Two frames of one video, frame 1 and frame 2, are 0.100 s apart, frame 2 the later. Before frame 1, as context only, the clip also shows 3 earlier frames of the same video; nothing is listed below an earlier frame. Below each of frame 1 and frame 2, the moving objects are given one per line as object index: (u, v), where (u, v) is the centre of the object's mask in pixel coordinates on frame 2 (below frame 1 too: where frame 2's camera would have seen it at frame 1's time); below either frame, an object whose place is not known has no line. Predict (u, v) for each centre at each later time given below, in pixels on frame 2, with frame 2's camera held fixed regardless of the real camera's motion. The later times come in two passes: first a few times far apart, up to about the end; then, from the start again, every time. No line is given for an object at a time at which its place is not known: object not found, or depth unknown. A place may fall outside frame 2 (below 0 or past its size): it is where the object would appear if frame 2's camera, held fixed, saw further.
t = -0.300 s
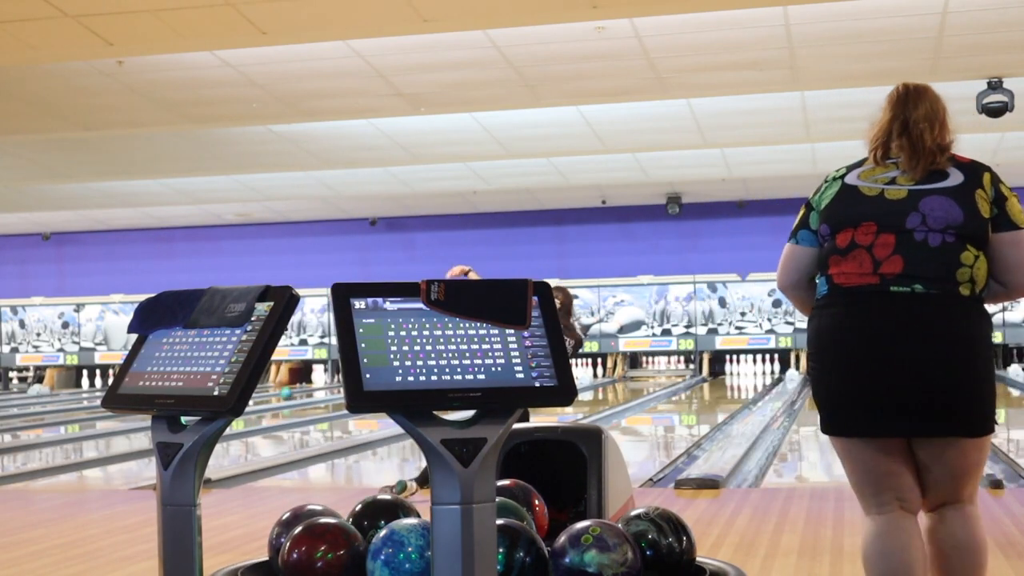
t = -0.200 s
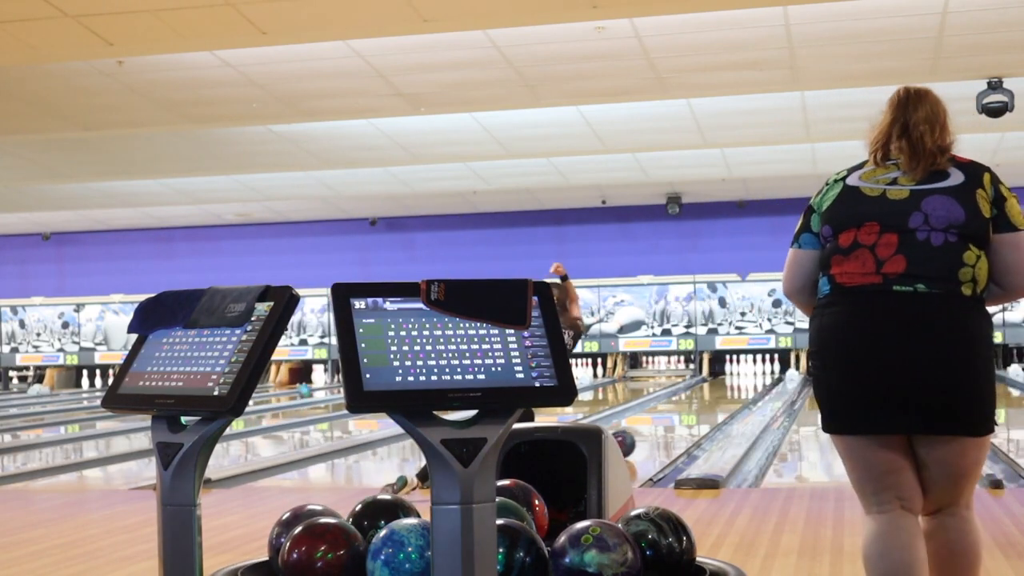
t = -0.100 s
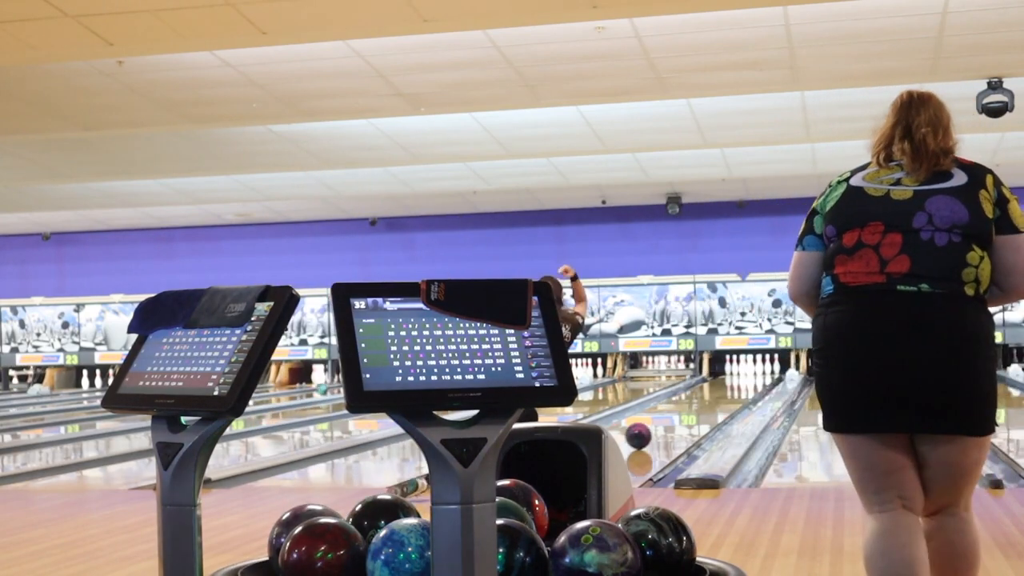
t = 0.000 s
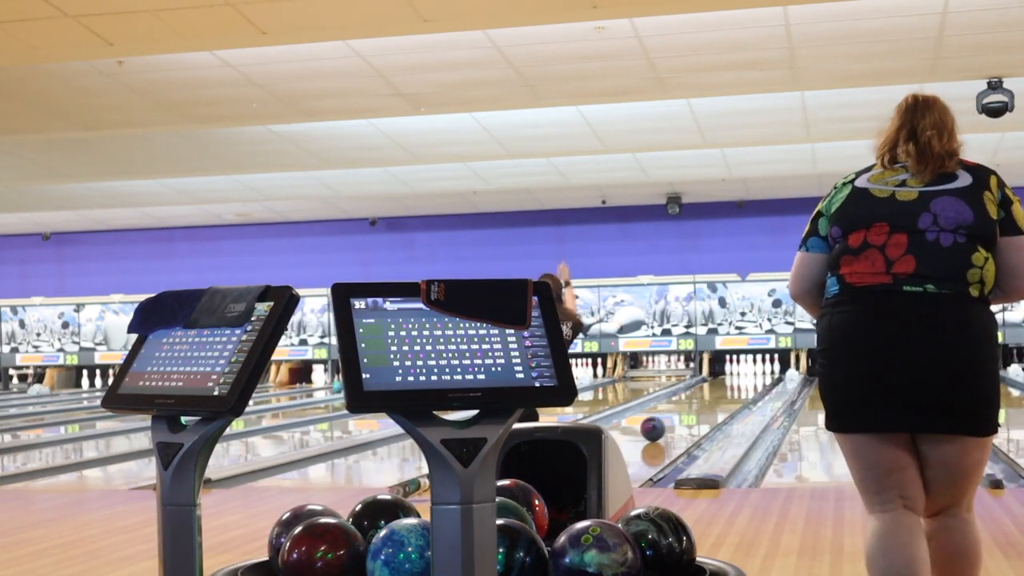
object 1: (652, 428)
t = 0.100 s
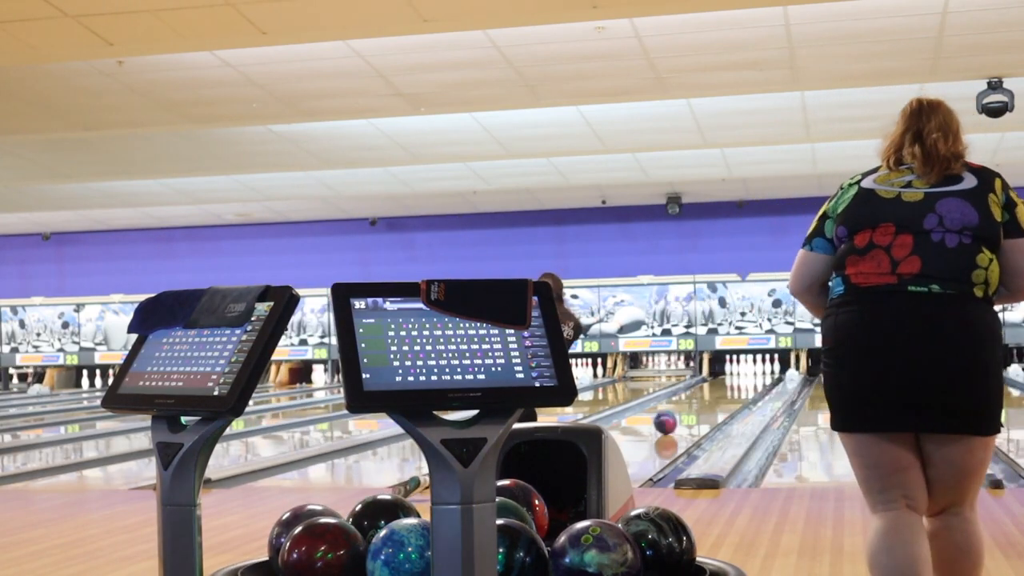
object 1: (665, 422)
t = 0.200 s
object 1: (677, 416)
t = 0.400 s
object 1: (696, 407)
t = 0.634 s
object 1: (714, 399)
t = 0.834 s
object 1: (725, 393)
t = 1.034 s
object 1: (735, 388)
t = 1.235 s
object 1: (742, 384)
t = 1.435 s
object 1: (749, 380)
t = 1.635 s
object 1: (753, 377)
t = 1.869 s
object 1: (754, 373)
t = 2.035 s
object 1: (754, 371)
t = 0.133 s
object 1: (669, 420)
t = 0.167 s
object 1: (673, 418)
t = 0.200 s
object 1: (677, 416)
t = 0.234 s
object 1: (680, 414)
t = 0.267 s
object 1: (683, 413)
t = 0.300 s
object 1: (687, 412)
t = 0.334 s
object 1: (690, 410)
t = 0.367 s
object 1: (693, 409)
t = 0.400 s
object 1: (696, 407)
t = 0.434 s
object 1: (699, 406)
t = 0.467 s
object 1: (701, 405)
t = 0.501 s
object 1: (704, 404)
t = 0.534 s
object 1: (707, 402)
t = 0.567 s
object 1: (709, 401)
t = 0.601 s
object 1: (711, 400)
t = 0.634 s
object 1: (714, 399)
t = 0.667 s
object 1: (716, 398)
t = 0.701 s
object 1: (718, 397)
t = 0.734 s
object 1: (720, 395)
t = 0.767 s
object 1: (722, 394)
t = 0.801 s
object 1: (724, 393)
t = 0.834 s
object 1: (725, 393)
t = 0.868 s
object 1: (727, 392)
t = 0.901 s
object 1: (730, 391)
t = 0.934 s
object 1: (731, 390)
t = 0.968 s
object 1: (733, 390)
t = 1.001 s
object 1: (733, 389)
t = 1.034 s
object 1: (735, 388)
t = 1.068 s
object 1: (736, 387)
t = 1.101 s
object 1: (738, 386)
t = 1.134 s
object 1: (739, 386)
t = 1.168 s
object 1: (740, 385)
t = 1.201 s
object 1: (741, 384)
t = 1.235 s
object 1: (742, 384)
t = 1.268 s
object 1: (743, 383)
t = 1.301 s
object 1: (745, 382)
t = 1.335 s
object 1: (746, 381)
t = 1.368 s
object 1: (748, 381)
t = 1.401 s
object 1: (748, 380)
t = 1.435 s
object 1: (749, 380)
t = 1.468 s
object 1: (750, 379)
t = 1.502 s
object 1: (751, 378)
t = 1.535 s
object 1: (751, 378)
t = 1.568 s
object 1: (752, 377)
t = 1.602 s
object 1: (752, 377)
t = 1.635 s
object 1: (753, 377)
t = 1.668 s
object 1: (753, 376)
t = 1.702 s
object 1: (753, 375)
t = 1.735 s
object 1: (754, 375)
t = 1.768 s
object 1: (754, 374)
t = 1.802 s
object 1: (754, 374)
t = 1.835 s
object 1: (754, 373)
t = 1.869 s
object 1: (754, 373)
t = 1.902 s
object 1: (754, 373)
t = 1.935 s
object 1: (754, 372)
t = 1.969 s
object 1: (754, 372)
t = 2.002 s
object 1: (754, 371)
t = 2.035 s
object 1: (754, 371)
